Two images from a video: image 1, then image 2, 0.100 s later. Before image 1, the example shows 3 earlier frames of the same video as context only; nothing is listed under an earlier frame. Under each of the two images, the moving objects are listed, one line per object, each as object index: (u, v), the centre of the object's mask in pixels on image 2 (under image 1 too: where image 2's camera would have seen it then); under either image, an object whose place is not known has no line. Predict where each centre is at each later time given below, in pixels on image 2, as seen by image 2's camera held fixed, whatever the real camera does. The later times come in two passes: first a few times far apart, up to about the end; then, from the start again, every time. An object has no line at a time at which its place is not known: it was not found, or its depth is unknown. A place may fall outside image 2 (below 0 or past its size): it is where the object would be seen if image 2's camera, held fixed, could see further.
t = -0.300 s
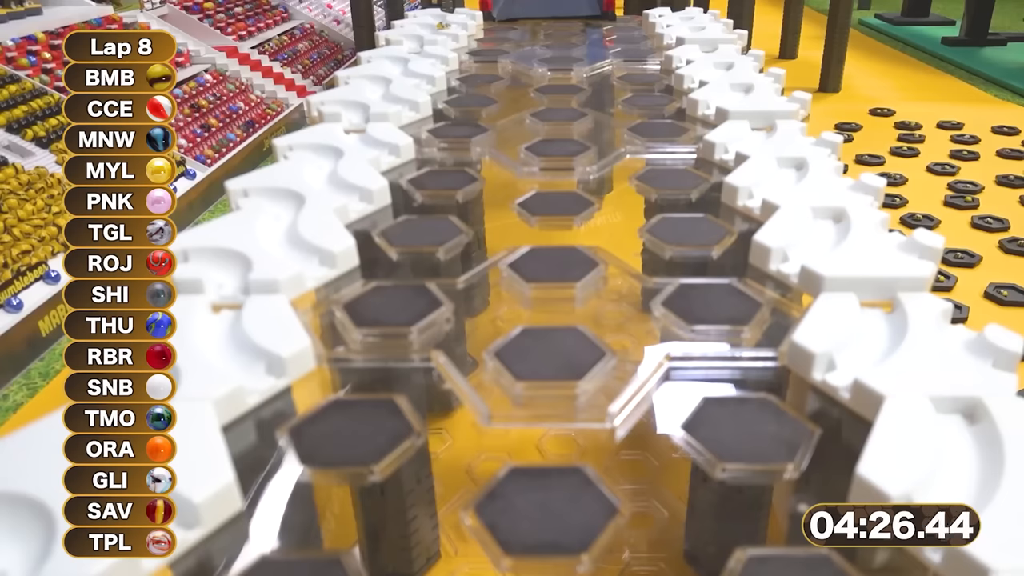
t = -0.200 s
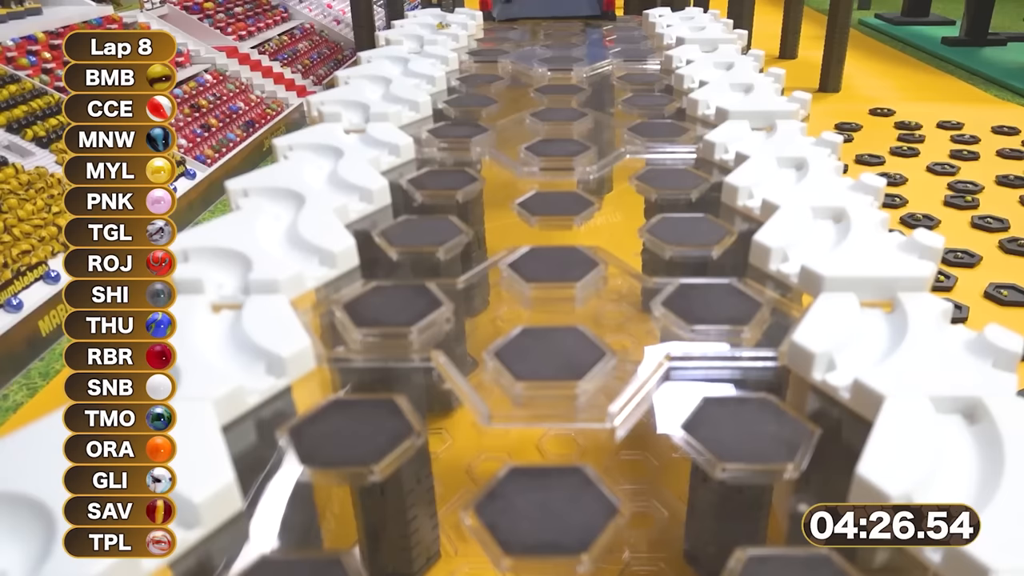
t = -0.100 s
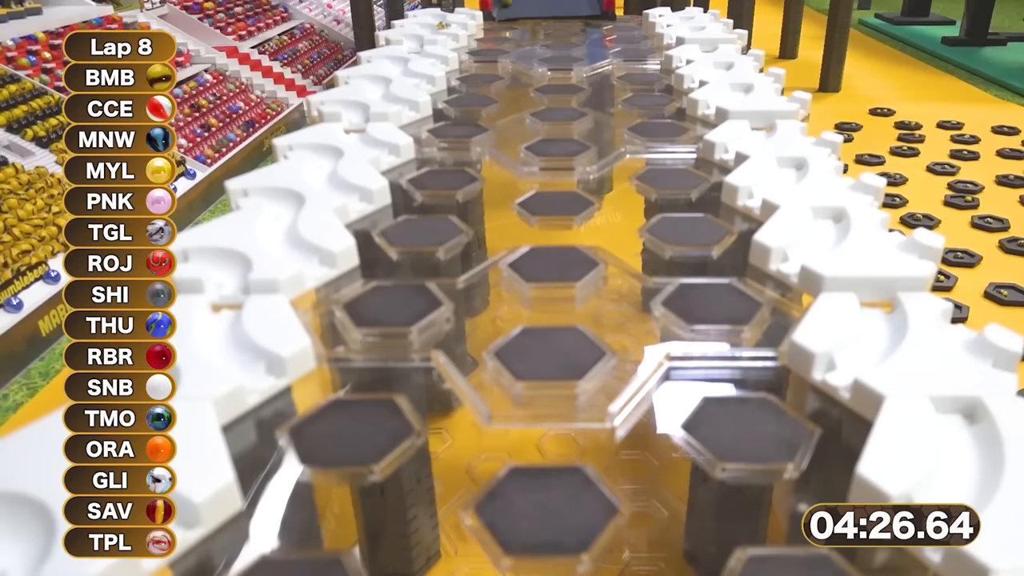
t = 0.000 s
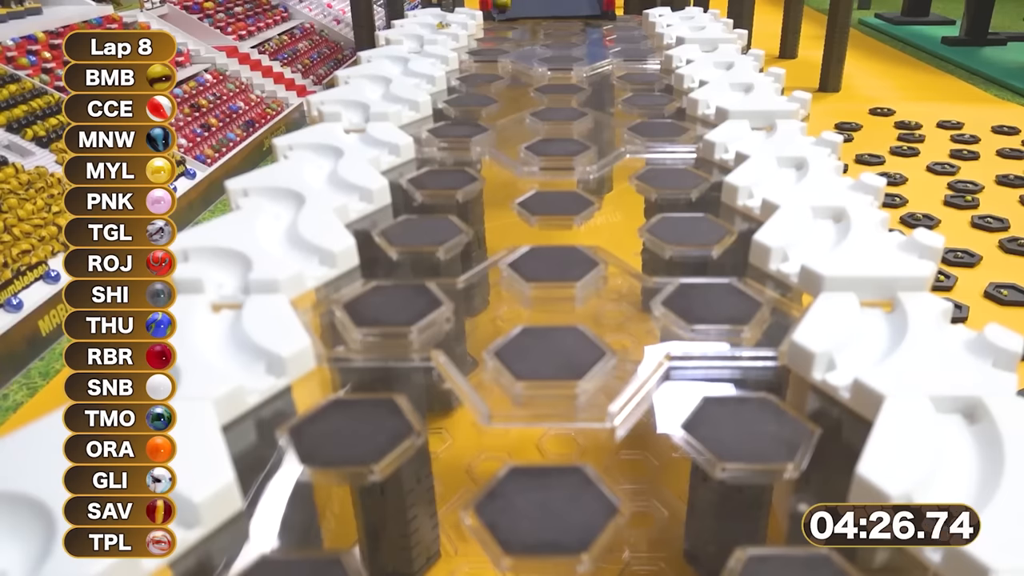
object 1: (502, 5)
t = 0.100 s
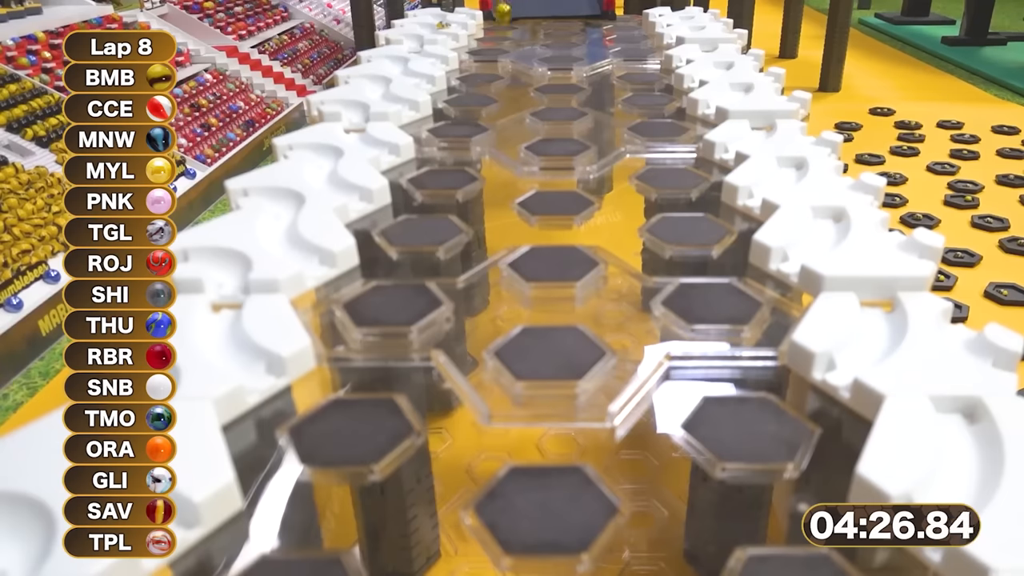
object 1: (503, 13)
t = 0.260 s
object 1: (506, 22)
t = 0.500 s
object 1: (509, 37)
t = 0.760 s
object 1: (496, 69)
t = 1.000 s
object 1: (467, 103)
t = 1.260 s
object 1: (423, 171)
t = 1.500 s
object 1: (392, 256)
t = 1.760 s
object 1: (433, 431)
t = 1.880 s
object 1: (424, 564)
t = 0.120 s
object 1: (503, 13)
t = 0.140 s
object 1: (504, 14)
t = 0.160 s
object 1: (504, 17)
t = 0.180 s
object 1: (505, 18)
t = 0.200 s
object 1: (505, 19)
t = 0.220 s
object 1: (505, 20)
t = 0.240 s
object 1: (506, 22)
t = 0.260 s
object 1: (506, 22)
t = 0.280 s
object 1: (506, 23)
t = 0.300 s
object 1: (507, 24)
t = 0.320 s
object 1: (508, 26)
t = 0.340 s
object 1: (508, 27)
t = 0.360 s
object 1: (508, 28)
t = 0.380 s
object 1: (508, 30)
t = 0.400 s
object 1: (509, 30)
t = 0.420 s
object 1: (509, 31)
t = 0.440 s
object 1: (509, 31)
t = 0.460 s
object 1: (509, 33)
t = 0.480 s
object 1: (509, 35)
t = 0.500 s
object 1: (509, 37)
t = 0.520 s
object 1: (509, 39)
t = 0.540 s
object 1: (509, 40)
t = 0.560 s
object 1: (509, 40)
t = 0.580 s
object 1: (508, 43)
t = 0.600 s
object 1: (507, 44)
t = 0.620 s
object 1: (507, 46)
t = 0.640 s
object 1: (506, 51)
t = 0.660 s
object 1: (504, 60)
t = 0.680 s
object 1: (501, 60)
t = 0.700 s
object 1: (501, 64)
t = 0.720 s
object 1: (499, 66)
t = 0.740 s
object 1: (497, 67)
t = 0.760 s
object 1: (496, 69)
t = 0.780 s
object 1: (494, 71)
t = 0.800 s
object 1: (491, 75)
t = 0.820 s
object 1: (488, 76)
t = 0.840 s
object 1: (486, 80)
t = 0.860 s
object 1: (483, 82)
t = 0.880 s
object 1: (481, 86)
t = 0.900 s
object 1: (479, 90)
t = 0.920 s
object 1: (477, 92)
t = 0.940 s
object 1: (474, 93)
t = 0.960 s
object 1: (472, 97)
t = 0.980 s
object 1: (469, 101)
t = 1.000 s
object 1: (467, 103)
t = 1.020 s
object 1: (464, 108)
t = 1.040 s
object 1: (461, 111)
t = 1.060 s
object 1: (458, 115)
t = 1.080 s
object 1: (454, 120)
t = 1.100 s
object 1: (451, 122)
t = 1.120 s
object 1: (449, 125)
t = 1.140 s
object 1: (445, 130)
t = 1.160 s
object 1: (443, 141)
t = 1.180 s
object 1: (439, 151)
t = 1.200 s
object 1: (435, 157)
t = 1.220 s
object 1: (431, 160)
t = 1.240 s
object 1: (426, 167)
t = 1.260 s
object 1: (423, 171)
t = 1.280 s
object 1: (419, 177)
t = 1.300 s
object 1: (415, 185)
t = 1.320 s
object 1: (410, 191)
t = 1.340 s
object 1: (405, 196)
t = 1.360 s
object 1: (400, 203)
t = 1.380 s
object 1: (395, 211)
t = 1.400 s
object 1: (390, 218)
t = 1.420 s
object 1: (385, 227)
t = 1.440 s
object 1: (380, 236)
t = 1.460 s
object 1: (382, 243)
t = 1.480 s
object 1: (387, 248)
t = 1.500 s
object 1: (392, 256)
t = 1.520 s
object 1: (398, 265)
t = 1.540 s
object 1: (403, 273)
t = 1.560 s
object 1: (409, 285)
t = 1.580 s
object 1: (413, 293)
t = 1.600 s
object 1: (418, 301)
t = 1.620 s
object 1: (424, 313)
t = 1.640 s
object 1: (429, 324)
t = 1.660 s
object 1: (434, 336)
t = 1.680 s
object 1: (437, 351)
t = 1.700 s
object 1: (435, 376)
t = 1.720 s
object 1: (434, 395)
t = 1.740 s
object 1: (433, 411)
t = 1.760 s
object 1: (433, 431)
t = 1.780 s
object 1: (431, 453)
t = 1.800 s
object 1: (429, 474)
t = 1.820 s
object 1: (424, 501)
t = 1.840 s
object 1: (423, 528)
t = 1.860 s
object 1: (425, 549)
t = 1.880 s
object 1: (424, 564)
